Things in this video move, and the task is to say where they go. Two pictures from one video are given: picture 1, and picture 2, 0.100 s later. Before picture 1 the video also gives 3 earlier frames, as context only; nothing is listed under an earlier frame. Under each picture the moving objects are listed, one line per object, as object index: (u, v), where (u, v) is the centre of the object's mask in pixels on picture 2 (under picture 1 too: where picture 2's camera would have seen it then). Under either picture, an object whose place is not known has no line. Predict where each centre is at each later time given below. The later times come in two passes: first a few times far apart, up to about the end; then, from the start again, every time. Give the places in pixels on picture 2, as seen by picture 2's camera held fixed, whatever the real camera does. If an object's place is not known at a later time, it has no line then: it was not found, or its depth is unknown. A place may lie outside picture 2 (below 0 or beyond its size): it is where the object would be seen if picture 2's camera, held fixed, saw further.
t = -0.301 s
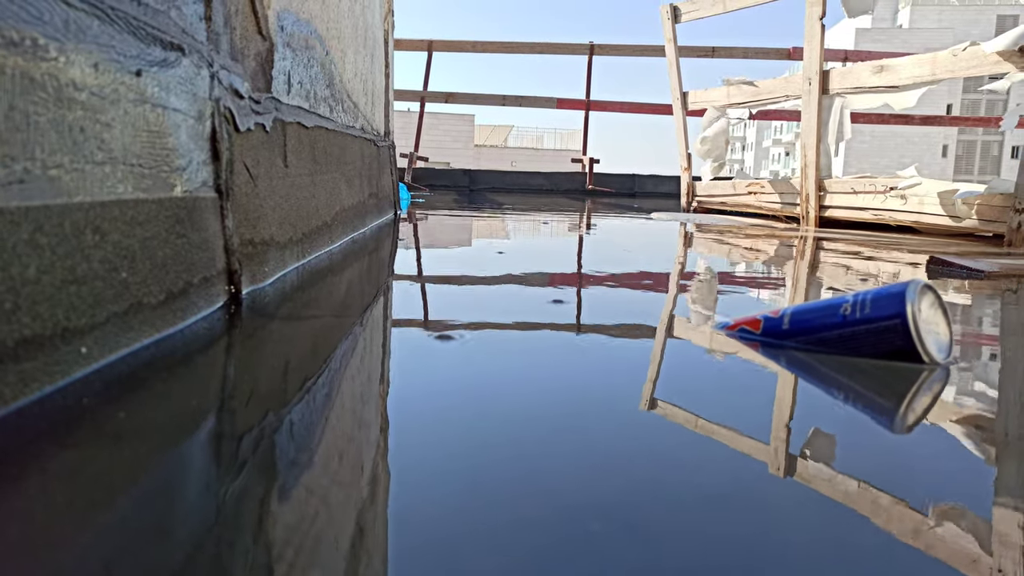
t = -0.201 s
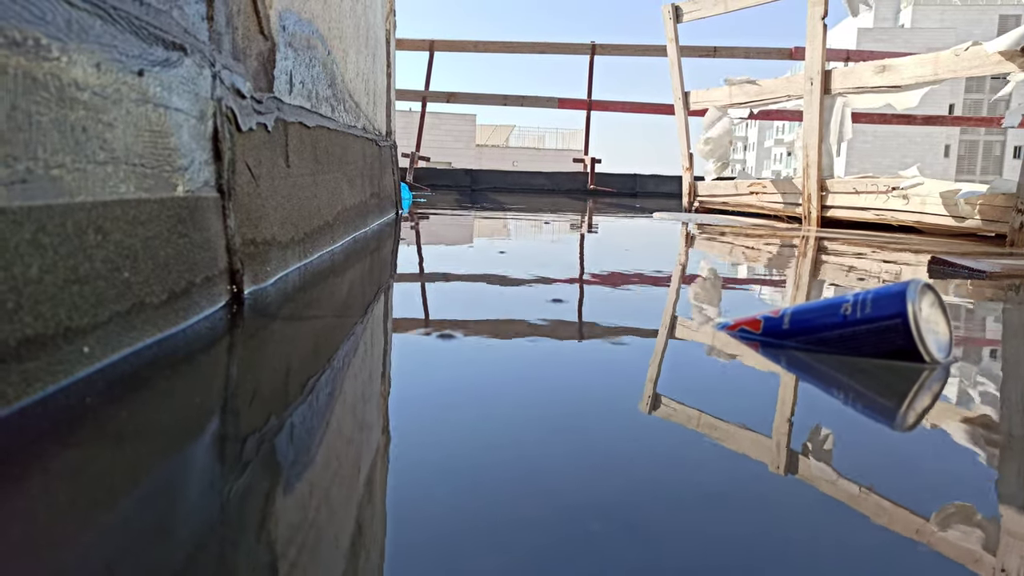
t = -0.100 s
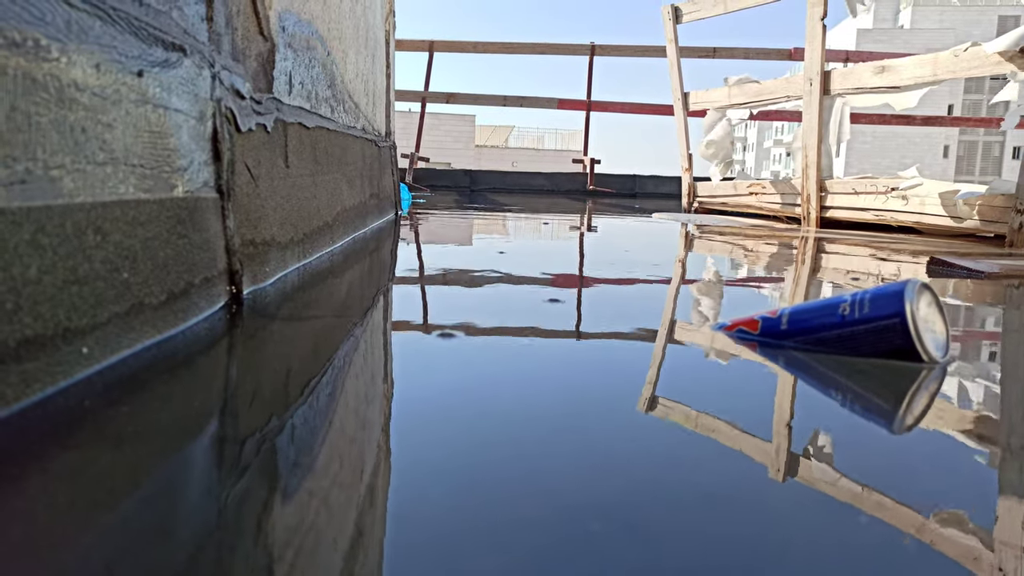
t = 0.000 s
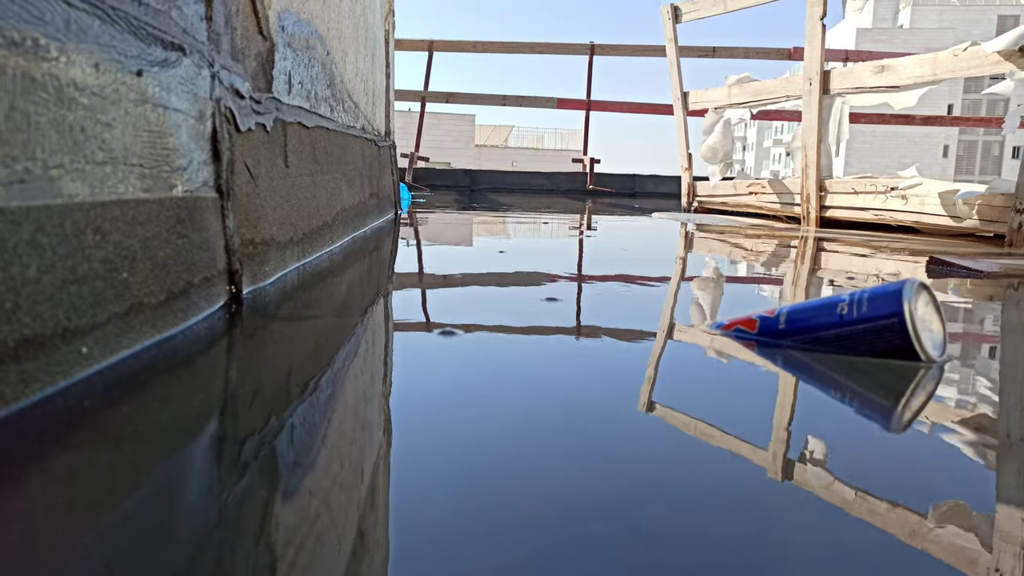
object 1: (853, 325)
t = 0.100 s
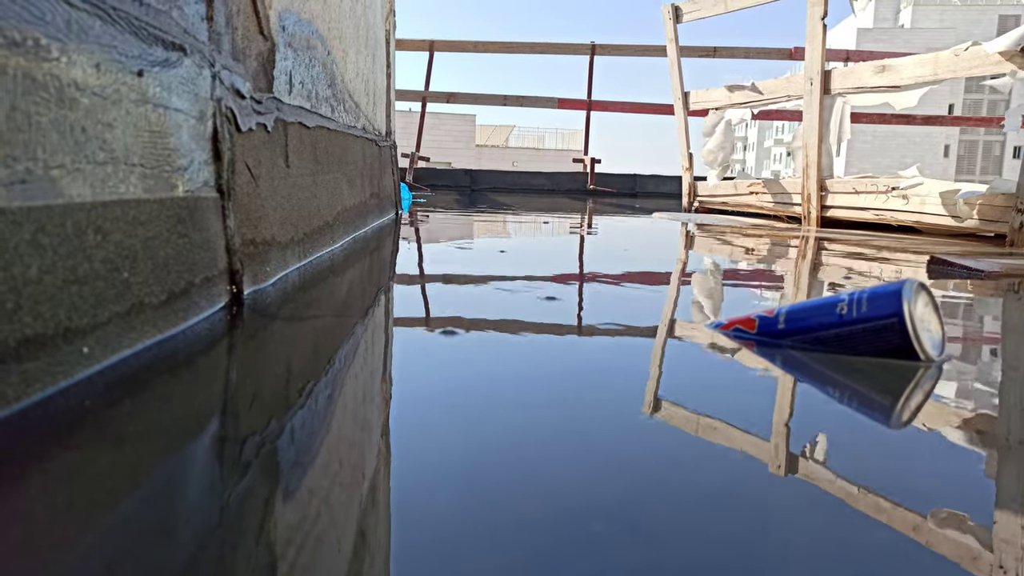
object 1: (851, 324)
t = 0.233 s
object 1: (848, 324)
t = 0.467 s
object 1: (842, 323)
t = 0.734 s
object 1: (836, 321)
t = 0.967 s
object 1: (833, 320)
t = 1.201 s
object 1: (825, 319)
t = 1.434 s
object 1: (819, 318)
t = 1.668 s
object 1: (814, 317)
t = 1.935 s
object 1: (808, 316)
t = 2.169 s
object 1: (804, 315)
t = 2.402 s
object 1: (798, 314)
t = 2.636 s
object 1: (794, 312)
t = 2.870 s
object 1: (790, 311)
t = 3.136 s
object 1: (785, 310)
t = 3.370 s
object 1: (780, 309)
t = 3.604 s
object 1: (774, 309)
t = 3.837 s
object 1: (769, 308)
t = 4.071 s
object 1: (765, 306)
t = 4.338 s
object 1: (760, 305)
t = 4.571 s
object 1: (755, 304)
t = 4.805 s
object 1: (749, 302)
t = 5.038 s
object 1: (743, 303)
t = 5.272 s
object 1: (738, 301)
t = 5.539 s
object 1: (730, 302)
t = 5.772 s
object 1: (727, 300)
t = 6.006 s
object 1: (721, 299)
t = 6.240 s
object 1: (716, 299)
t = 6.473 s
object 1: (711, 299)
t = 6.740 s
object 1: (705, 299)
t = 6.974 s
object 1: (701, 299)
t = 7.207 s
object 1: (698, 298)
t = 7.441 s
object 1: (692, 299)
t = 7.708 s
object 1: (687, 298)
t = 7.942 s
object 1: (681, 298)
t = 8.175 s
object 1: (678, 297)
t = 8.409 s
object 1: (673, 297)
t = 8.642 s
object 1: (669, 296)
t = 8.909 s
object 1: (663, 295)
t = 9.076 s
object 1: (661, 294)
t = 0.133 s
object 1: (849, 324)
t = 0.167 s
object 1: (849, 324)
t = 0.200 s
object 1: (848, 324)
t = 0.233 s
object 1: (848, 324)
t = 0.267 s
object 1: (847, 323)
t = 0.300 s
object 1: (846, 323)
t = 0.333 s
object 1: (845, 323)
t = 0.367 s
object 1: (845, 323)
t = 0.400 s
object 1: (844, 323)
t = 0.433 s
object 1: (843, 323)
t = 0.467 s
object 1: (842, 323)
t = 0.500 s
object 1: (841, 323)
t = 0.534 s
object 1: (841, 323)
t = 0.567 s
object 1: (841, 322)
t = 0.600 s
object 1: (840, 322)
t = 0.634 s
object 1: (839, 322)
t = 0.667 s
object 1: (838, 322)
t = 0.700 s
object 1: (837, 322)
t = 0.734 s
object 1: (836, 321)
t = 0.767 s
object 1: (835, 321)
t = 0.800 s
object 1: (834, 321)
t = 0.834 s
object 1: (834, 321)
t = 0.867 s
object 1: (833, 321)
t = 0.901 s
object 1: (832, 321)
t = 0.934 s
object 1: (833, 321)
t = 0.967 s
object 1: (833, 320)
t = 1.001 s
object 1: (832, 320)
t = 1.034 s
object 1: (830, 320)
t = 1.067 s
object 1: (829, 320)
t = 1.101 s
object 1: (829, 319)
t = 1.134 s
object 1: (827, 319)
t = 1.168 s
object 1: (826, 319)
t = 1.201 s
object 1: (825, 319)
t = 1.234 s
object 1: (824, 319)
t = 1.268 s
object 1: (823, 319)
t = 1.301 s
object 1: (822, 319)
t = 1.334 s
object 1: (821, 319)
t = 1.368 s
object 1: (820, 319)
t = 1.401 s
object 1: (819, 319)
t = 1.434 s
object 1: (819, 318)
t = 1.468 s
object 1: (818, 318)
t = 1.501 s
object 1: (817, 318)
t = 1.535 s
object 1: (817, 318)
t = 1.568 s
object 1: (816, 318)
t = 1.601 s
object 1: (815, 318)
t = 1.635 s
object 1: (814, 318)
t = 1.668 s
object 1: (814, 317)
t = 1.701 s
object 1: (812, 318)
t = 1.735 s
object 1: (812, 317)
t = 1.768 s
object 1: (811, 317)
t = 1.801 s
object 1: (810, 317)
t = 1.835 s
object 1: (809, 317)
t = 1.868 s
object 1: (810, 316)
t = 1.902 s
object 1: (808, 316)
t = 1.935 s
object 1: (808, 316)
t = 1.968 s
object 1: (807, 316)
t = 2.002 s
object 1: (808, 315)
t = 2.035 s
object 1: (806, 315)
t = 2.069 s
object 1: (807, 315)
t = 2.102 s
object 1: (805, 315)
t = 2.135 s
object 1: (805, 315)
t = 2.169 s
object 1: (804, 315)
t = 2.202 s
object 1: (803, 314)
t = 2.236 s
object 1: (803, 314)
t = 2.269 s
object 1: (802, 314)
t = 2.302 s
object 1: (801, 313)
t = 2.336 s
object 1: (800, 314)
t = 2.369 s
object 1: (800, 313)
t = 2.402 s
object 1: (798, 314)
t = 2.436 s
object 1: (798, 313)
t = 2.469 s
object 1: (798, 313)
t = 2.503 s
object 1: (797, 313)
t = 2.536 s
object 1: (796, 313)
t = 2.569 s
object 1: (795, 313)
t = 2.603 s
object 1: (794, 312)
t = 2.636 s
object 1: (794, 312)
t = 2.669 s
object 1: (793, 312)
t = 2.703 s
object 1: (793, 312)
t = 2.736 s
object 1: (792, 311)
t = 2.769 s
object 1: (792, 311)
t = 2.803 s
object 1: (792, 311)
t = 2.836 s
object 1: (791, 311)
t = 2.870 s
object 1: (790, 311)
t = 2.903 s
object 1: (790, 311)
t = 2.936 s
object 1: (789, 311)
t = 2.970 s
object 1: (788, 311)
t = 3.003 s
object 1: (787, 311)
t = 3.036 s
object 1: (787, 311)
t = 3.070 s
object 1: (786, 310)
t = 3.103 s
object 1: (786, 310)
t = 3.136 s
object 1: (785, 310)
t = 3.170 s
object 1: (784, 310)
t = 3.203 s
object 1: (784, 309)
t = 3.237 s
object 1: (784, 309)
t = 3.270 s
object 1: (781, 310)
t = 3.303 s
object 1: (781, 310)
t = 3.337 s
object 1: (781, 309)
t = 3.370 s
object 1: (780, 309)
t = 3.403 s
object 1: (779, 309)
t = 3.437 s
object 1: (778, 309)
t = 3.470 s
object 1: (778, 309)
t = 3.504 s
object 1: (777, 309)
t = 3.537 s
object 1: (776, 308)
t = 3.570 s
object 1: (776, 308)
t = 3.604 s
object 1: (774, 309)
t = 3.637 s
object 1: (774, 308)
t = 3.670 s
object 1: (774, 308)
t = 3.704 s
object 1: (773, 307)
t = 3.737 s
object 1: (773, 307)
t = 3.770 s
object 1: (771, 308)
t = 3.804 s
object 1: (771, 307)
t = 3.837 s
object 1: (769, 308)
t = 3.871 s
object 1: (769, 307)
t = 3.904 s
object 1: (768, 308)
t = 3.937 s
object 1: (768, 307)
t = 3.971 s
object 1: (766, 308)
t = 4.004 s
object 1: (767, 306)
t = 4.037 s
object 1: (766, 306)
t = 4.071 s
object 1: (765, 306)
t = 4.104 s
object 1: (765, 306)
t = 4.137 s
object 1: (764, 305)
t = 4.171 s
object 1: (764, 305)
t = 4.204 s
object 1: (763, 305)
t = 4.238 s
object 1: (762, 305)
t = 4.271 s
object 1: (761, 305)
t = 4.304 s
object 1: (761, 304)
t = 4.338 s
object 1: (760, 305)
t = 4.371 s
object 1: (759, 304)
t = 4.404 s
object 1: (758, 304)
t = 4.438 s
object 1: (757, 304)
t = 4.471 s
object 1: (757, 304)
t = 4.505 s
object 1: (756, 304)
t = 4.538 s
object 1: (755, 304)
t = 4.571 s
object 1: (755, 304)
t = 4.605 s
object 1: (754, 303)
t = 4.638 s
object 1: (754, 303)
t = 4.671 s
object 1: (753, 303)
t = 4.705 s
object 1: (752, 303)
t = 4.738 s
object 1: (750, 303)
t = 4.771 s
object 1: (750, 302)
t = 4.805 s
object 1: (749, 302)
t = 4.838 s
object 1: (749, 302)
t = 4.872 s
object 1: (747, 303)
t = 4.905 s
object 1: (747, 302)
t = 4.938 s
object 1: (746, 302)
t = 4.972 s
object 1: (745, 302)
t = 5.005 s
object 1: (745, 302)
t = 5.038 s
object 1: (743, 303)
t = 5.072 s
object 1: (743, 302)
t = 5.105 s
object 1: (742, 302)
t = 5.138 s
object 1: (740, 302)
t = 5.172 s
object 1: (741, 301)
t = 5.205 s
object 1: (740, 301)
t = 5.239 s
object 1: (738, 302)
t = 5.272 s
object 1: (738, 301)
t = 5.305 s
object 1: (736, 302)
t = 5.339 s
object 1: (736, 301)
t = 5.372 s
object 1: (735, 302)
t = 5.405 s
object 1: (735, 301)
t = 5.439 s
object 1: (734, 301)
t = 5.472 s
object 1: (732, 302)
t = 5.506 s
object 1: (732, 301)
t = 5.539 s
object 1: (730, 302)
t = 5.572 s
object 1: (730, 301)
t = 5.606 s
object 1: (730, 300)
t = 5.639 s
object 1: (729, 300)
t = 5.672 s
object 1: (729, 300)
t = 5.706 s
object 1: (728, 300)
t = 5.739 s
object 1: (728, 300)
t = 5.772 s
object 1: (727, 300)
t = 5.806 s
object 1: (726, 300)
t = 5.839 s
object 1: (725, 300)
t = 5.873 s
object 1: (724, 300)
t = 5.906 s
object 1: (723, 300)
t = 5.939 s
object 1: (722, 300)
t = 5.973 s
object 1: (722, 300)
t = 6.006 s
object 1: (721, 299)
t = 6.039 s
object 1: (721, 299)
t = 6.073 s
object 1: (720, 299)
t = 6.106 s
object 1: (719, 299)
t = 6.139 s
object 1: (718, 300)
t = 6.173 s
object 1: (717, 299)
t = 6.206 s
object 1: (717, 299)
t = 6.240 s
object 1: (716, 299)
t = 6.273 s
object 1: (715, 299)
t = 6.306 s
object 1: (714, 299)
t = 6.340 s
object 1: (713, 299)
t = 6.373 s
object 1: (713, 299)
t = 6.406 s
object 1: (712, 299)
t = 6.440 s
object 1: (712, 299)
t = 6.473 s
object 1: (711, 299)
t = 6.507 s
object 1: (710, 299)
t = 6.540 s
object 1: (709, 299)
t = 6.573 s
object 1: (708, 299)
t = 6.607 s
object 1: (707, 299)
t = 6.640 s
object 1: (707, 299)
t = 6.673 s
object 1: (707, 299)
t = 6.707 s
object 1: (706, 299)
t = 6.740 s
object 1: (705, 299)
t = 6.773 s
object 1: (705, 299)
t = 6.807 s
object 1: (704, 299)
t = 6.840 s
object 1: (704, 299)
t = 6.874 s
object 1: (703, 299)
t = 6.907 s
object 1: (702, 299)
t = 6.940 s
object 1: (702, 299)
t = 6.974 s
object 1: (701, 299)
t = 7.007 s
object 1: (700, 299)
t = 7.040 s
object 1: (699, 299)
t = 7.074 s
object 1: (699, 299)
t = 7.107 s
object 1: (699, 299)
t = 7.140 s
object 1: (698, 299)
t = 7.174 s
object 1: (698, 298)
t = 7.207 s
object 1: (698, 298)
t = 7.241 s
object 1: (697, 298)
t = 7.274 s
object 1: (696, 298)
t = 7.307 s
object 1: (695, 298)
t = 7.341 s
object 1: (695, 299)
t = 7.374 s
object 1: (694, 299)
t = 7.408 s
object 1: (693, 299)
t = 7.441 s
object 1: (692, 299)
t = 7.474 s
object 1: (691, 299)
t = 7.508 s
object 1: (690, 299)
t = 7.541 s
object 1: (690, 298)
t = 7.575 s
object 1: (689, 298)
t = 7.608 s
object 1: (689, 298)
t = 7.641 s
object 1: (689, 298)
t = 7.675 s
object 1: (688, 298)
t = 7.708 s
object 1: (687, 298)
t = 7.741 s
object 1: (686, 298)
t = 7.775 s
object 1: (686, 298)
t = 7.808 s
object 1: (685, 298)
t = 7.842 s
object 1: (684, 298)
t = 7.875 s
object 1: (683, 298)
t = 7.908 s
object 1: (683, 298)
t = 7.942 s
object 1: (681, 298)
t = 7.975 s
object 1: (682, 298)
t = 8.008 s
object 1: (681, 298)
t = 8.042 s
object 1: (680, 298)
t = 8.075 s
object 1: (679, 298)
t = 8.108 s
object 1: (678, 298)
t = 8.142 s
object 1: (678, 298)
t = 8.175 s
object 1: (678, 297)
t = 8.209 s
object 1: (676, 298)
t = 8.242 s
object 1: (676, 297)
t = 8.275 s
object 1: (676, 297)
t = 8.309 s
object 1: (675, 297)
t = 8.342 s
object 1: (675, 297)
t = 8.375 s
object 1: (674, 297)
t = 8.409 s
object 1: (673, 297)
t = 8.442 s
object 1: (673, 297)
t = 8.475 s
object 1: (672, 296)
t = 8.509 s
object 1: (671, 296)
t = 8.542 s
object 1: (671, 296)
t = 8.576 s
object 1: (670, 296)
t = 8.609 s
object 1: (670, 295)
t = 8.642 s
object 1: (669, 296)
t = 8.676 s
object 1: (668, 296)
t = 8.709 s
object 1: (668, 296)
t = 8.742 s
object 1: (667, 296)
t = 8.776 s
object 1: (667, 296)
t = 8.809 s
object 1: (666, 296)
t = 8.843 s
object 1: (665, 295)
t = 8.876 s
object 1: (664, 295)
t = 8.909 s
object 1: (663, 295)
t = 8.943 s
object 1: (662, 295)
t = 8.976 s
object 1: (662, 295)
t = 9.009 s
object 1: (661, 294)
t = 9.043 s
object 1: (661, 294)
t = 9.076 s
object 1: (661, 294)
